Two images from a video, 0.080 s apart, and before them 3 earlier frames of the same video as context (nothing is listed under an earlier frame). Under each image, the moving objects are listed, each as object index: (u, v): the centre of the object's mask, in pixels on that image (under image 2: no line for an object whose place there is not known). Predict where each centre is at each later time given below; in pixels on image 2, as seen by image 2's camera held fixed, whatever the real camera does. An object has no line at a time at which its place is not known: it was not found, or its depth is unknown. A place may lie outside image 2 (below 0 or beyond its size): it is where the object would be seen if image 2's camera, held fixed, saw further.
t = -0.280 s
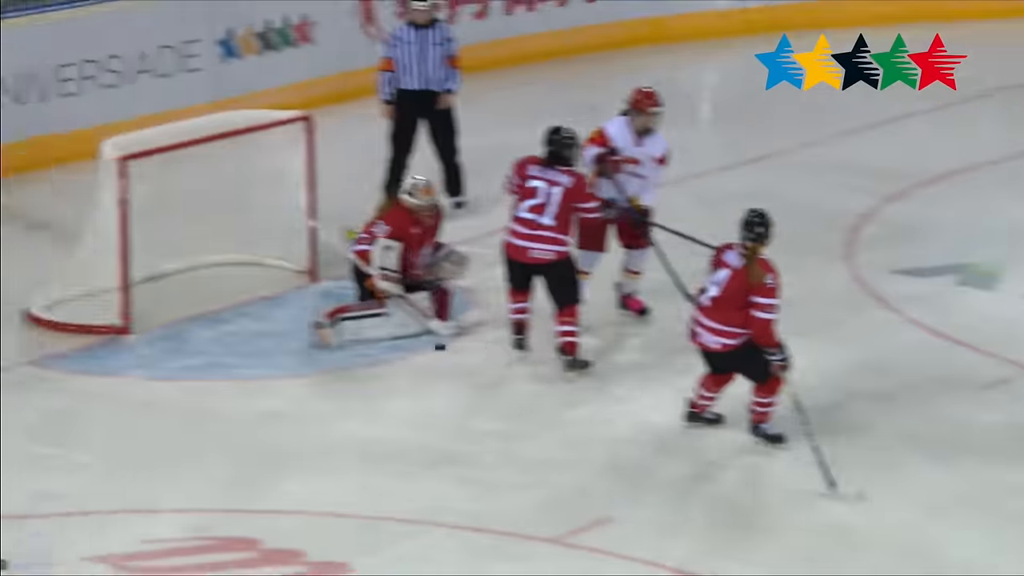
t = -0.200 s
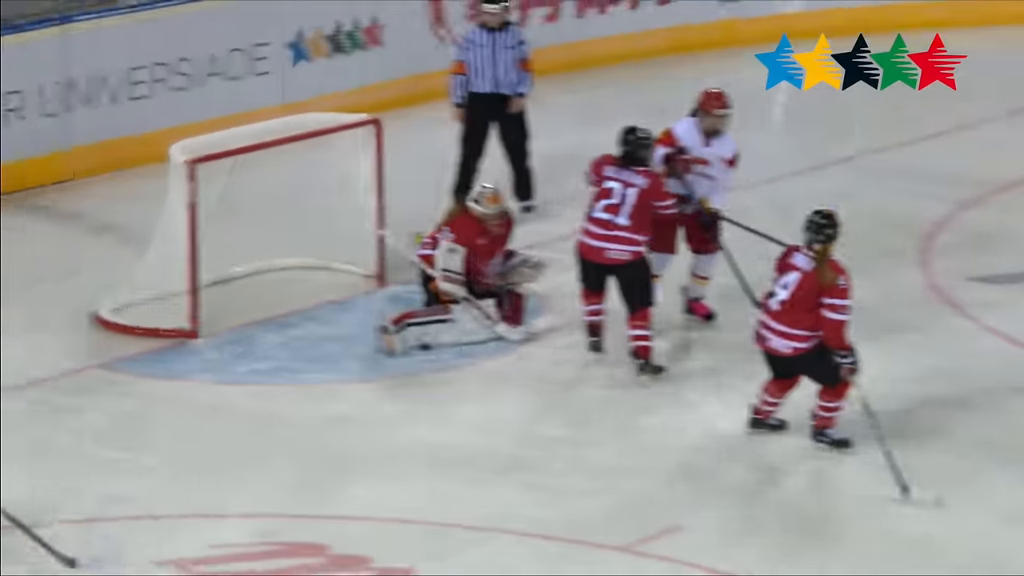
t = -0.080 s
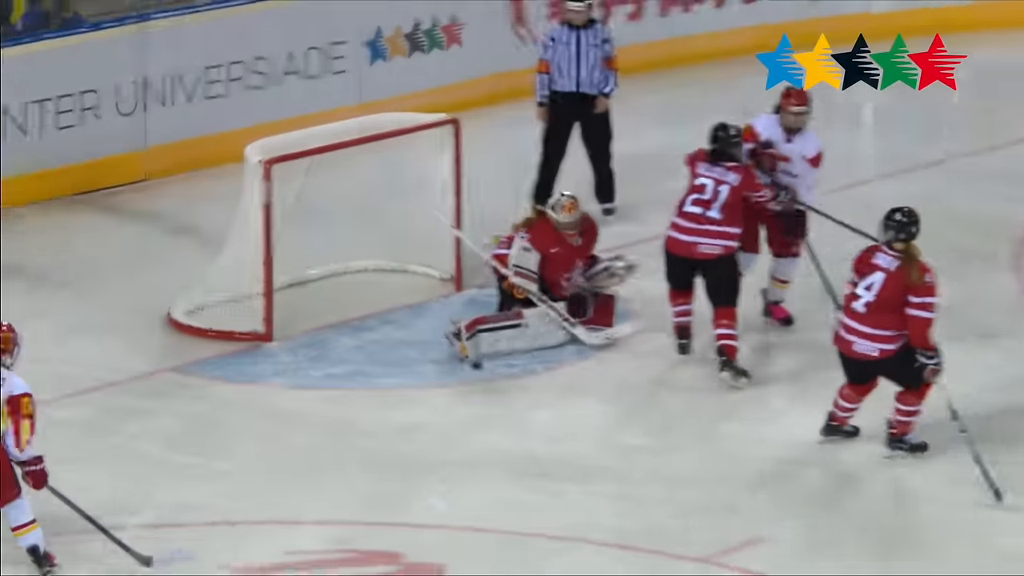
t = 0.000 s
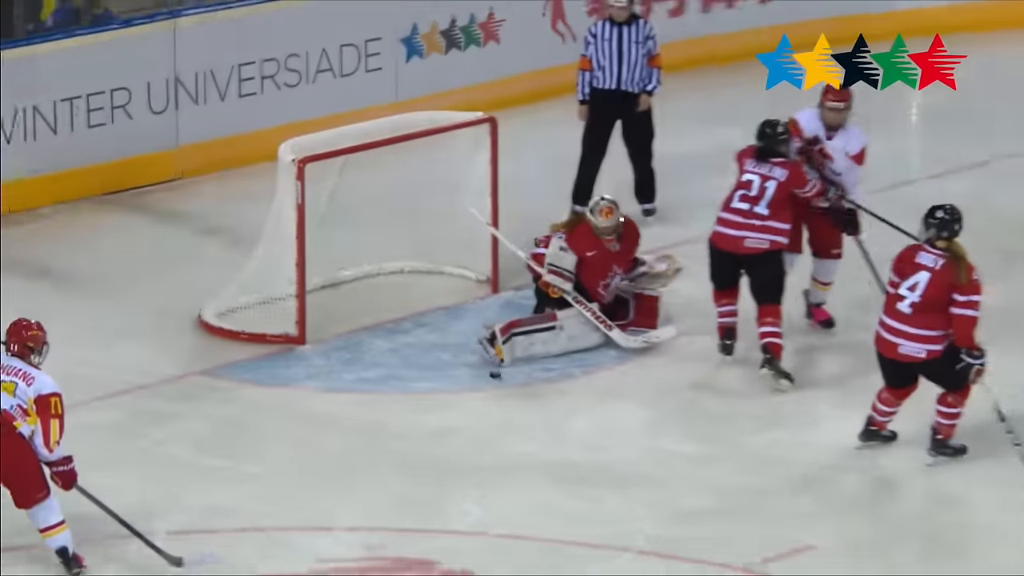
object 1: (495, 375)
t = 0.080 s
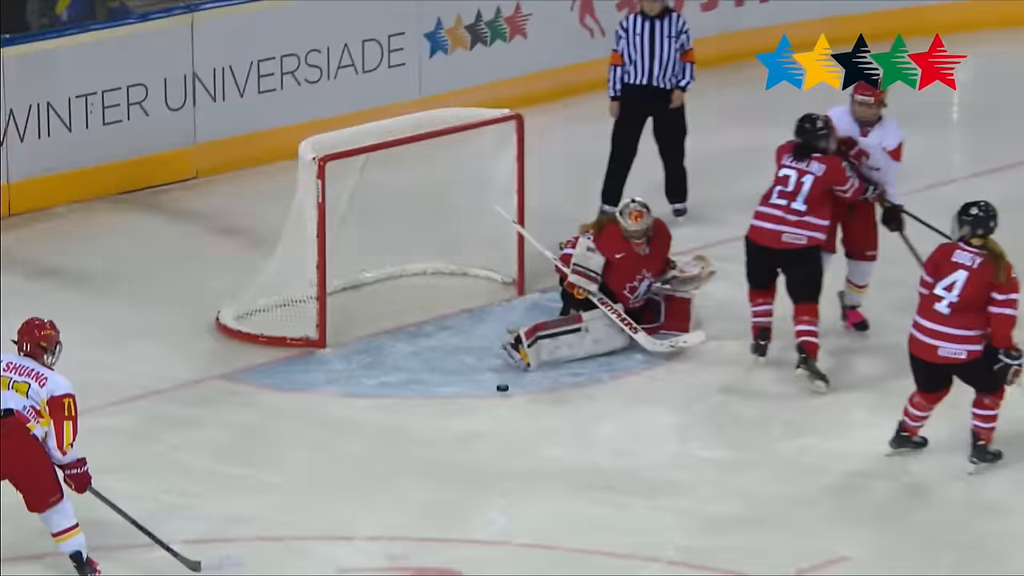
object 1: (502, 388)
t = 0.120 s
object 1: (493, 392)
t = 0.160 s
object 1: (484, 397)
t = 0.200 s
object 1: (474, 402)
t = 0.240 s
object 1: (464, 408)
